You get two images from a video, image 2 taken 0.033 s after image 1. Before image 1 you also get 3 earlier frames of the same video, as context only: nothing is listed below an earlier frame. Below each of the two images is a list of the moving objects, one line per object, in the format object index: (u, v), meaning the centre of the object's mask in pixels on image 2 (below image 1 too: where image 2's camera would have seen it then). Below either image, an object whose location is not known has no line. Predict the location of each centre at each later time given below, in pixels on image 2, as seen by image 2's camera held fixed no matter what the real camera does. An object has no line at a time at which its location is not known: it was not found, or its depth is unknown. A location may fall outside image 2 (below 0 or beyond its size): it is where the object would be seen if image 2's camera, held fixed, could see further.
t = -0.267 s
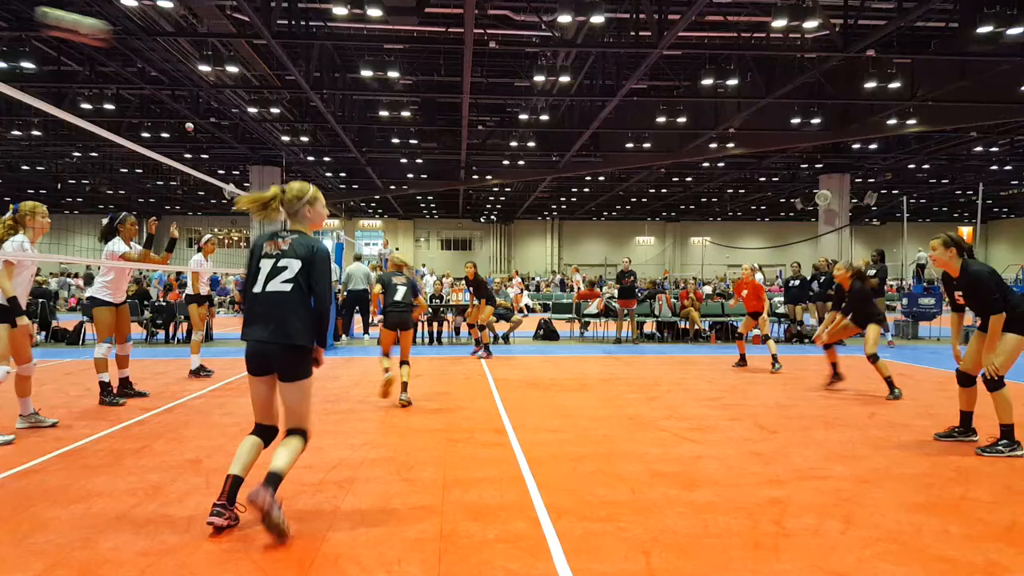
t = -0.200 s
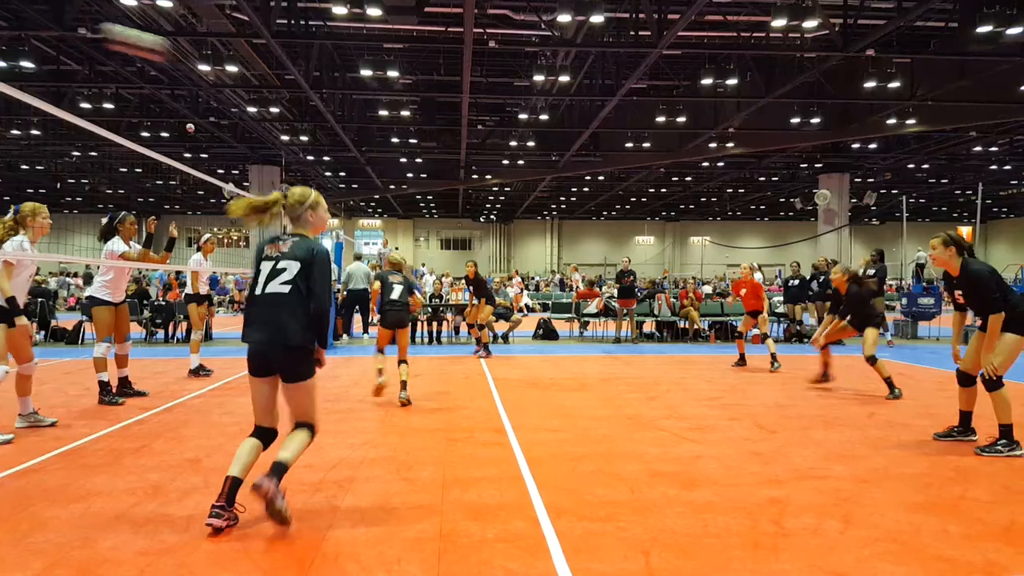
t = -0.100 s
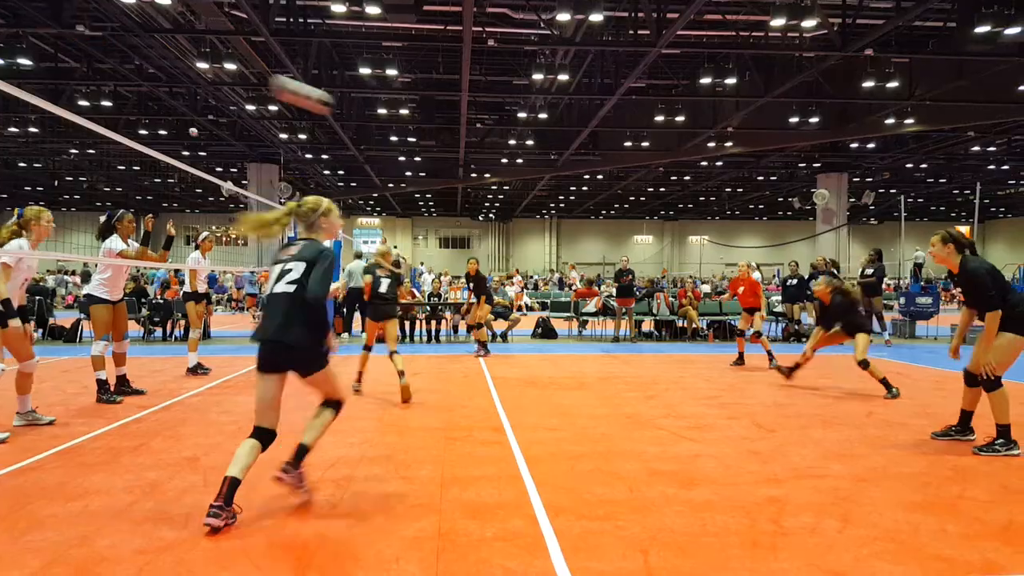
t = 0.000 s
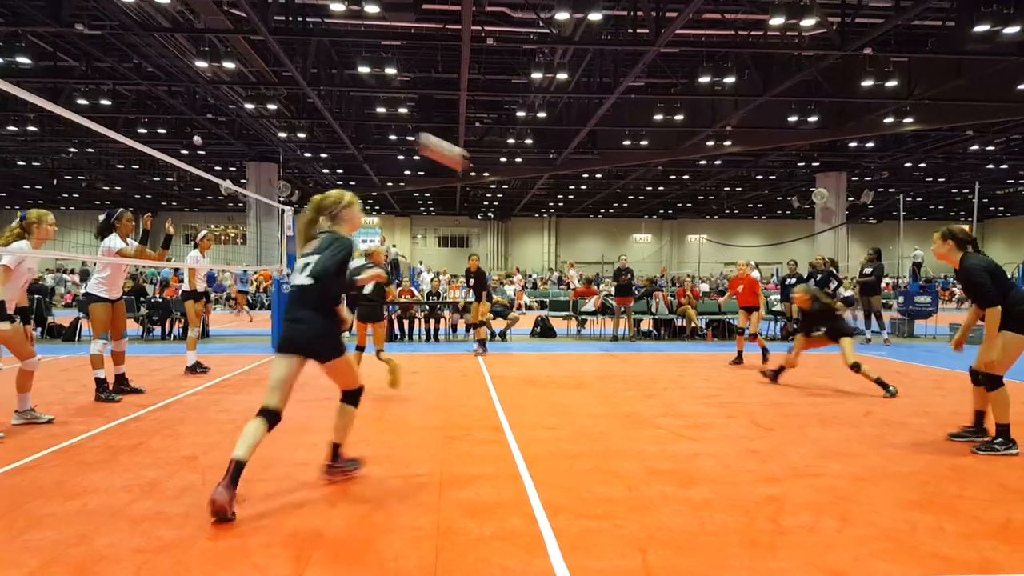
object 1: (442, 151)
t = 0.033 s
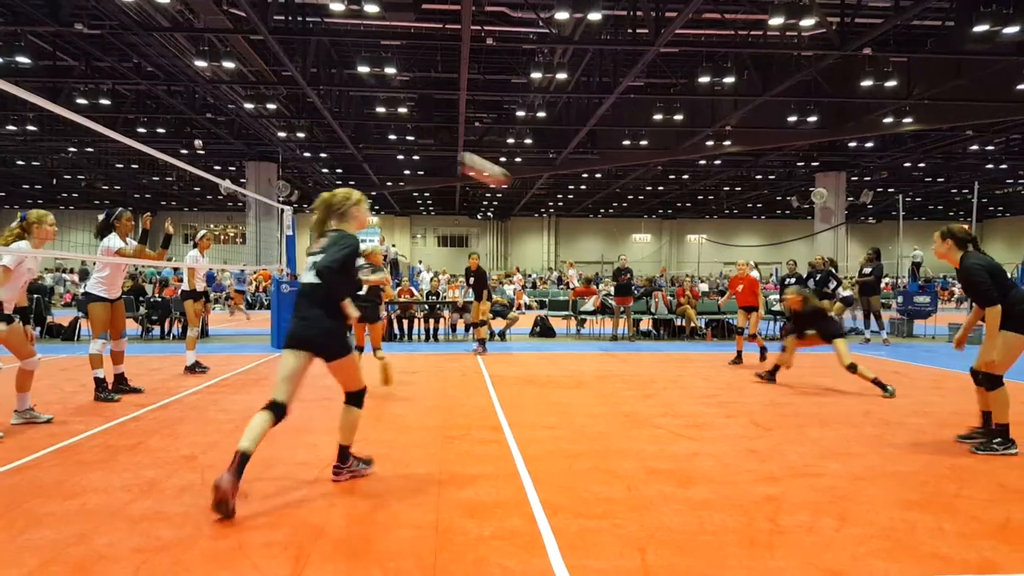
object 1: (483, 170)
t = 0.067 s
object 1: (523, 190)
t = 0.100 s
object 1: (560, 209)
